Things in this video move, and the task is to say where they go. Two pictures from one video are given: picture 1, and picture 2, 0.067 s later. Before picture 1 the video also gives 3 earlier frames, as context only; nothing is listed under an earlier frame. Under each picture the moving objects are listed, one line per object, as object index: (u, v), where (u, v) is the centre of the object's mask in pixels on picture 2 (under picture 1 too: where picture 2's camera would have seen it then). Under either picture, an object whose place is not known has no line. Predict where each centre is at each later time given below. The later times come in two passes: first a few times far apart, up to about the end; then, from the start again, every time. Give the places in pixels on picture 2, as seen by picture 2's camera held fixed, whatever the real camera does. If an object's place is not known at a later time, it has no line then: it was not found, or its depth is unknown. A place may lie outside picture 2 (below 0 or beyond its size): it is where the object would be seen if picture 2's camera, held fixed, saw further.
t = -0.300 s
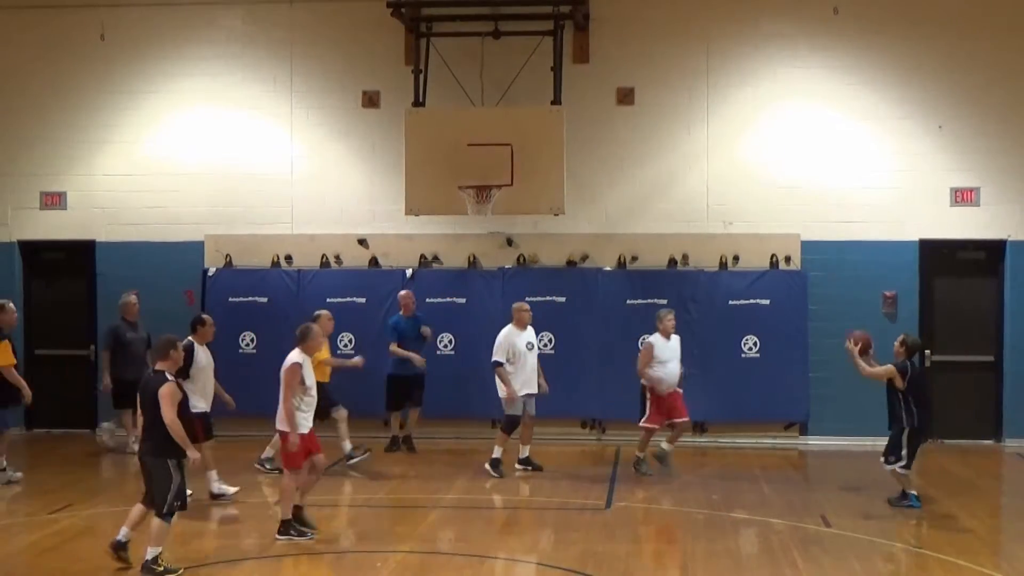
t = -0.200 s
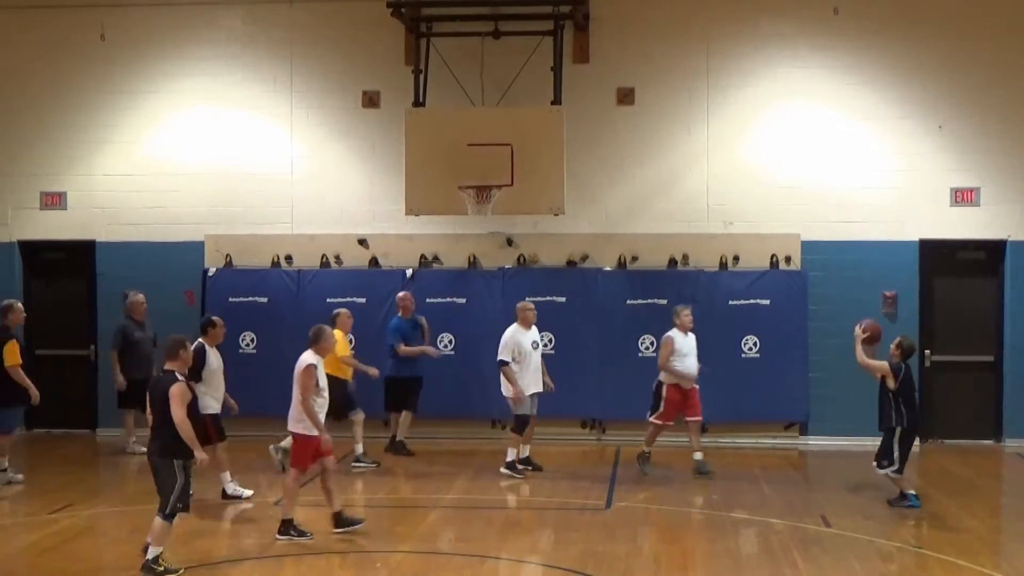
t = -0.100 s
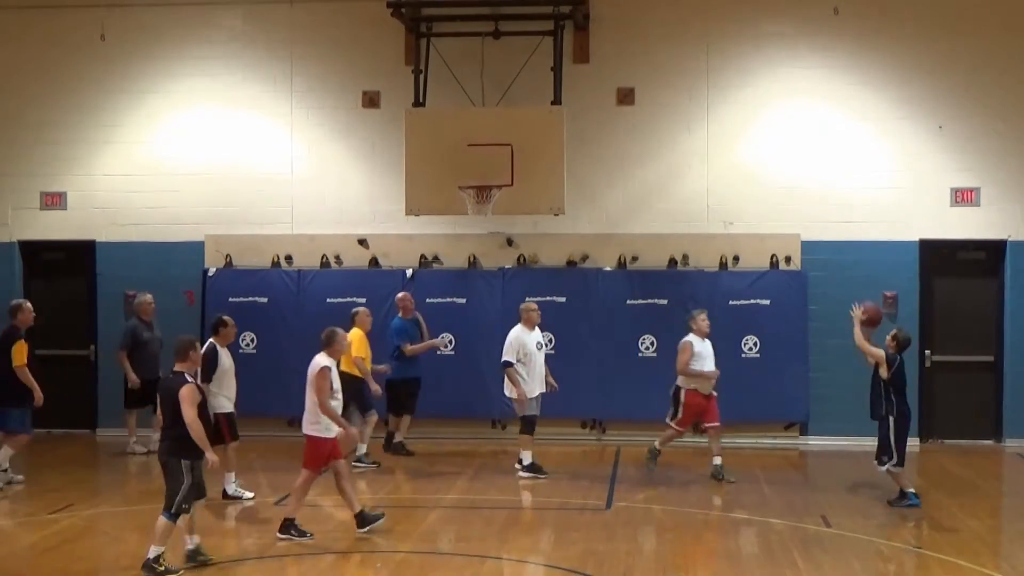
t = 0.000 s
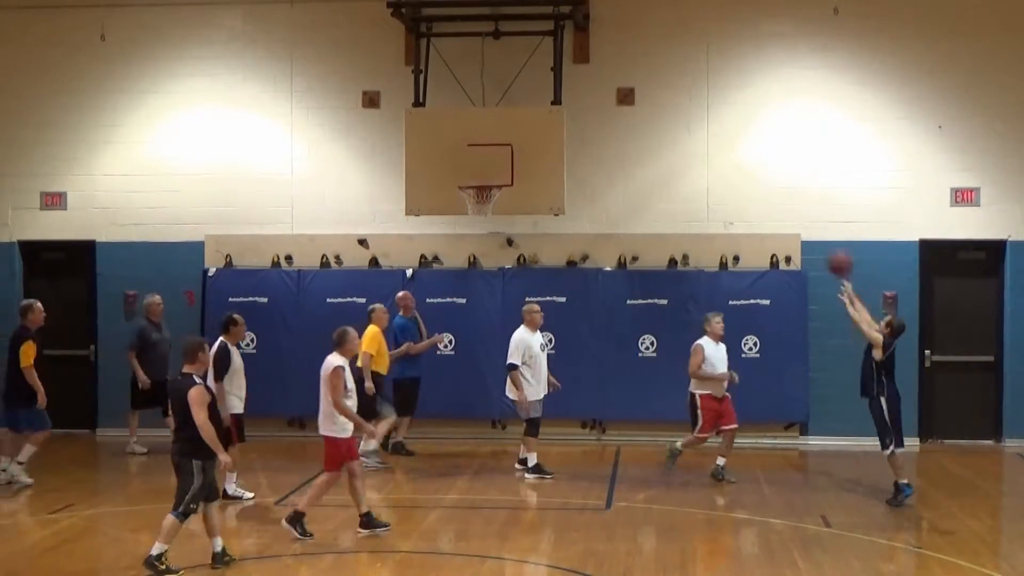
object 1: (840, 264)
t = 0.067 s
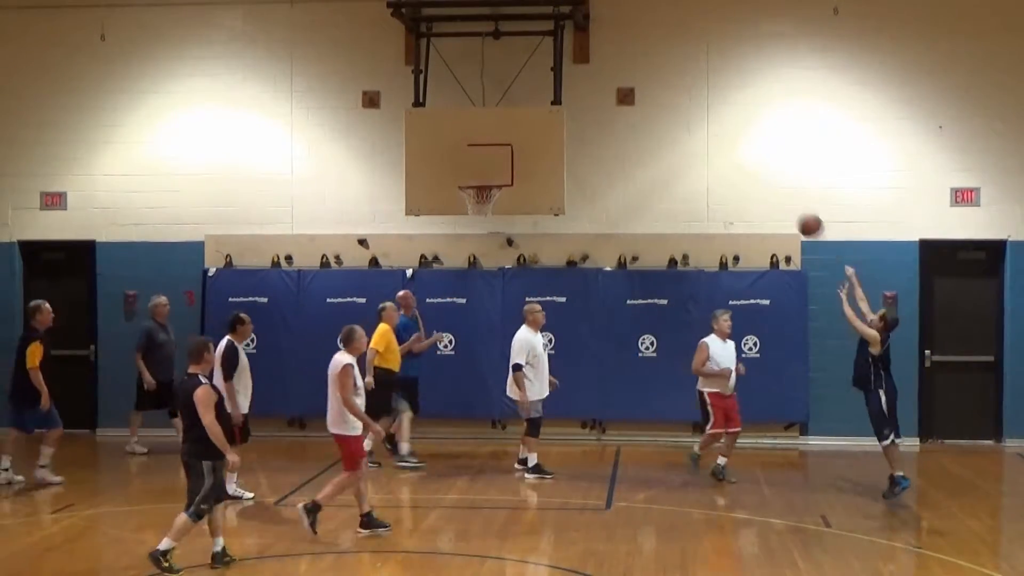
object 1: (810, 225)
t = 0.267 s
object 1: (724, 145)
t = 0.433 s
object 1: (658, 112)
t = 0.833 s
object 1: (515, 140)
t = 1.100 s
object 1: (483, 195)
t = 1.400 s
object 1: (471, 211)
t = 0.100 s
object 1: (796, 209)
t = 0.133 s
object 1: (781, 193)
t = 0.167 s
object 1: (767, 180)
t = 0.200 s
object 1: (752, 166)
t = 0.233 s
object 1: (738, 155)
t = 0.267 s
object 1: (724, 145)
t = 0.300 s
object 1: (711, 136)
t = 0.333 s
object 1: (697, 128)
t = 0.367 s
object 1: (684, 121)
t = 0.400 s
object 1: (671, 116)
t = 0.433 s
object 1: (658, 112)
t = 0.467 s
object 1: (645, 108)
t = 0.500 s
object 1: (632, 105)
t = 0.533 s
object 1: (620, 105)
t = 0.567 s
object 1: (608, 104)
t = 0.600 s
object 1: (595, 106)
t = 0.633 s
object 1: (583, 107)
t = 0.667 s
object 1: (572, 110)
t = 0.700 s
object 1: (561, 114)
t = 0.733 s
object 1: (549, 119)
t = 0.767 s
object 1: (537, 125)
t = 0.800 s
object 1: (526, 131)
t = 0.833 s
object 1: (515, 140)
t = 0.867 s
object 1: (504, 148)
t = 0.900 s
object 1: (493, 158)
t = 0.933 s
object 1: (483, 168)
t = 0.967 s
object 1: (472, 179)
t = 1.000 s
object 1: (473, 183)
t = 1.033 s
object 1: (486, 188)
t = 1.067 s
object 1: (488, 191)
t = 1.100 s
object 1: (483, 195)
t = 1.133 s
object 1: (477, 199)
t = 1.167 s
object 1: (469, 202)
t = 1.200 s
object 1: (467, 201)
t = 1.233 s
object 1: (465, 200)
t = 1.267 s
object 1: (465, 201)
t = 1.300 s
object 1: (467, 201)
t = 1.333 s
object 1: (467, 203)
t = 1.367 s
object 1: (469, 206)
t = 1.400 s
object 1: (471, 211)
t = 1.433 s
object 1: (473, 216)
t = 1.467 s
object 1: (474, 222)
